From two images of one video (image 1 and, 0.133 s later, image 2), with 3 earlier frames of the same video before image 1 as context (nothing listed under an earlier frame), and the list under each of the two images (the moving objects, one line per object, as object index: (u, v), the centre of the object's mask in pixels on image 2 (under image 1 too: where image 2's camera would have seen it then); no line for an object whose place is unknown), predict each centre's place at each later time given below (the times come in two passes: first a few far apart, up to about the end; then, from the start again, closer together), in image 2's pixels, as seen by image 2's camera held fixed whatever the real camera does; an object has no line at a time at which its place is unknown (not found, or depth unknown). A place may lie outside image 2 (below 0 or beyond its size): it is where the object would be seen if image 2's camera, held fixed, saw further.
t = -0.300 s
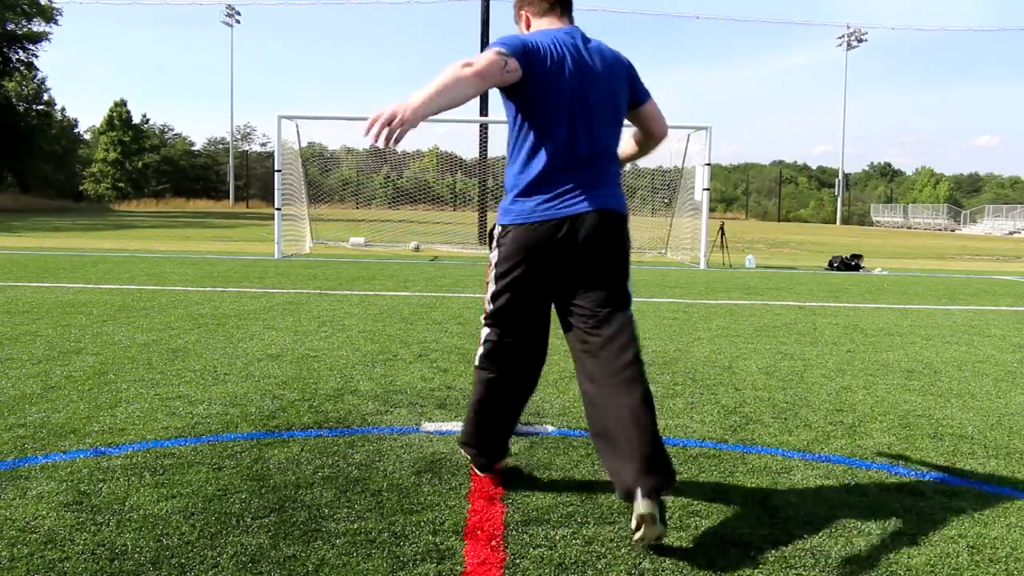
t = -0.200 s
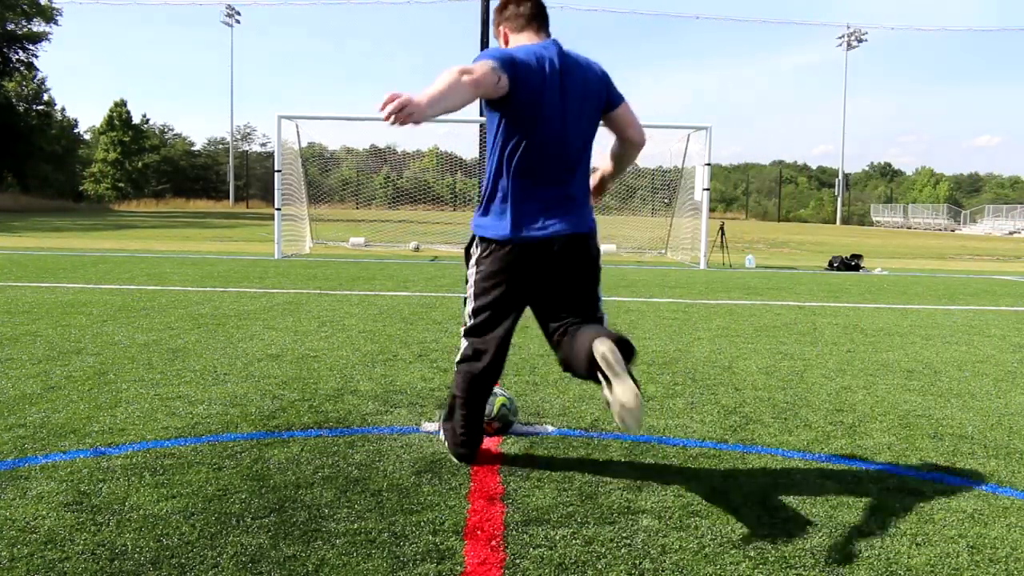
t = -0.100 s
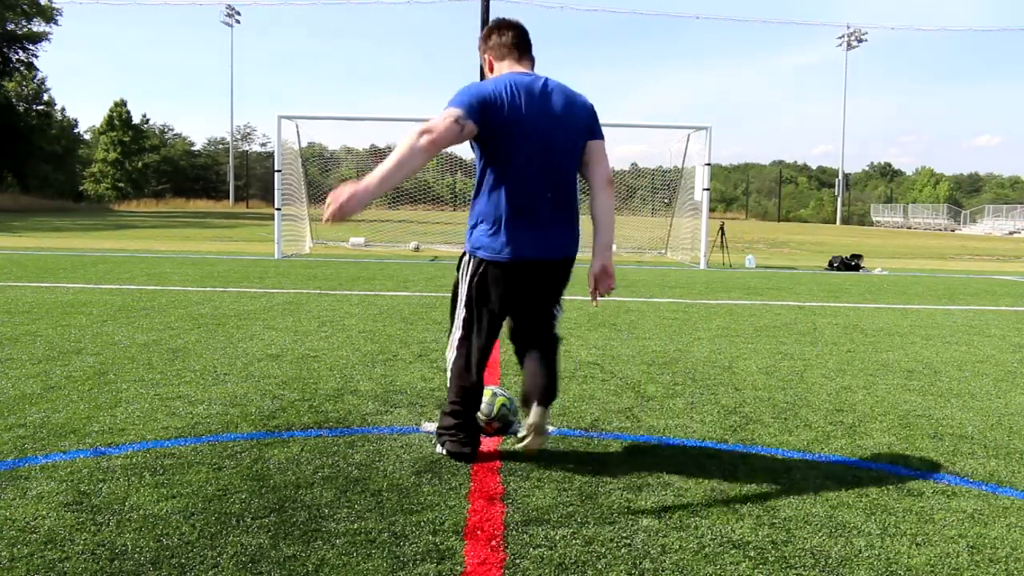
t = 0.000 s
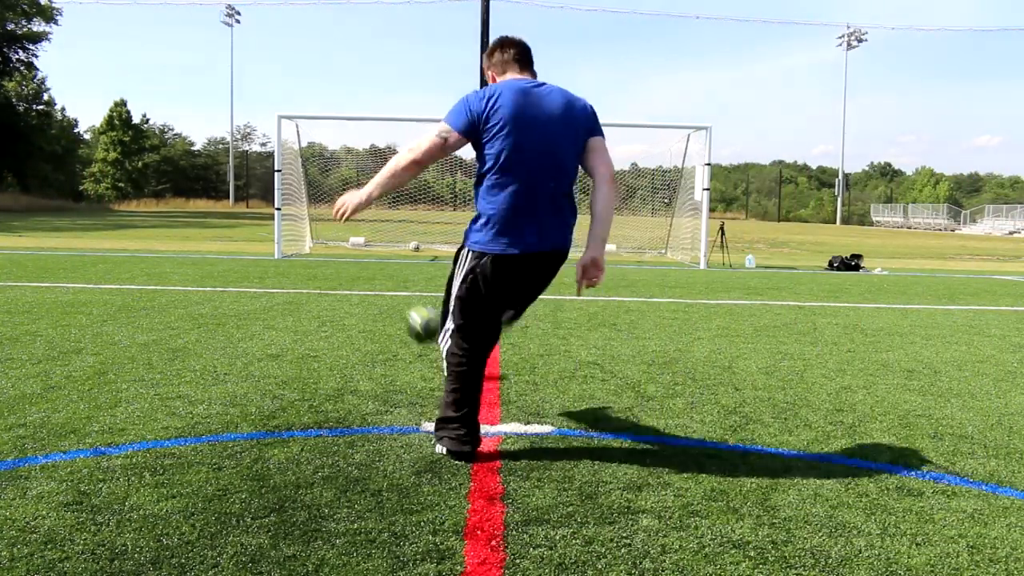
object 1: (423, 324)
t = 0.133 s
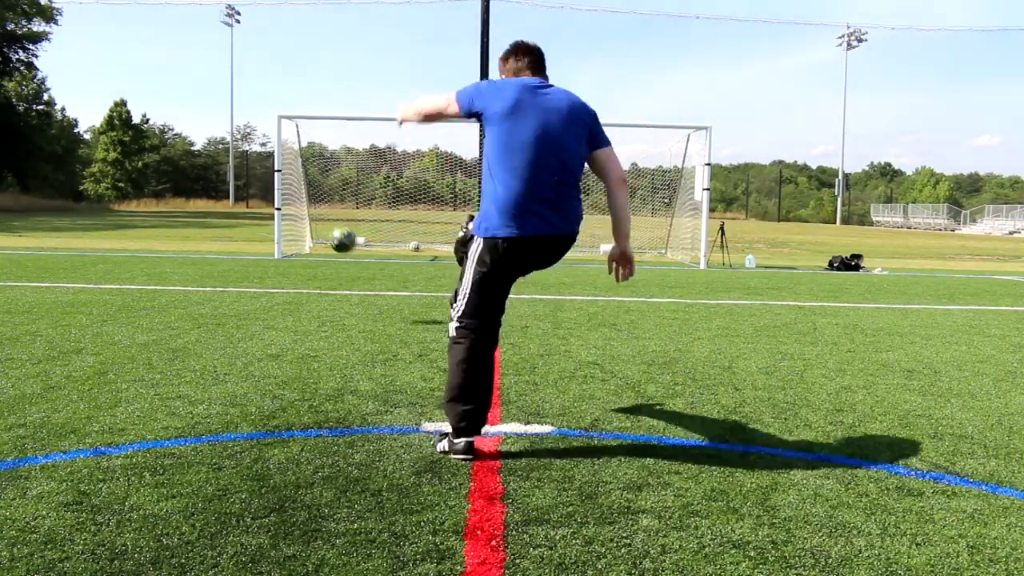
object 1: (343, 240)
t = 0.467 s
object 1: (251, 207)
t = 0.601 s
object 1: (230, 218)
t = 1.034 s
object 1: (183, 207)
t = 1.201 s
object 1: (170, 200)
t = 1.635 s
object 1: (144, 189)
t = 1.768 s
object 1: (134, 194)
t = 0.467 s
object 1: (251, 207)
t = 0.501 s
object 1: (246, 209)
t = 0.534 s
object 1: (239, 211)
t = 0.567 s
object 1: (234, 215)
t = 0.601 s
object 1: (230, 218)
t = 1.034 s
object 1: (183, 207)
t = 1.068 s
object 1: (179, 205)
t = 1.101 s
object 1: (178, 203)
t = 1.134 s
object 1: (175, 201)
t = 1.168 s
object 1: (172, 201)
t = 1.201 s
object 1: (170, 200)
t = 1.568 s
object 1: (149, 189)
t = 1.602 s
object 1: (147, 189)
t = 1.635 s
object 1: (144, 189)
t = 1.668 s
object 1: (142, 190)
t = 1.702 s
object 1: (139, 190)
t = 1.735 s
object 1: (137, 193)
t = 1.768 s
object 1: (134, 194)
